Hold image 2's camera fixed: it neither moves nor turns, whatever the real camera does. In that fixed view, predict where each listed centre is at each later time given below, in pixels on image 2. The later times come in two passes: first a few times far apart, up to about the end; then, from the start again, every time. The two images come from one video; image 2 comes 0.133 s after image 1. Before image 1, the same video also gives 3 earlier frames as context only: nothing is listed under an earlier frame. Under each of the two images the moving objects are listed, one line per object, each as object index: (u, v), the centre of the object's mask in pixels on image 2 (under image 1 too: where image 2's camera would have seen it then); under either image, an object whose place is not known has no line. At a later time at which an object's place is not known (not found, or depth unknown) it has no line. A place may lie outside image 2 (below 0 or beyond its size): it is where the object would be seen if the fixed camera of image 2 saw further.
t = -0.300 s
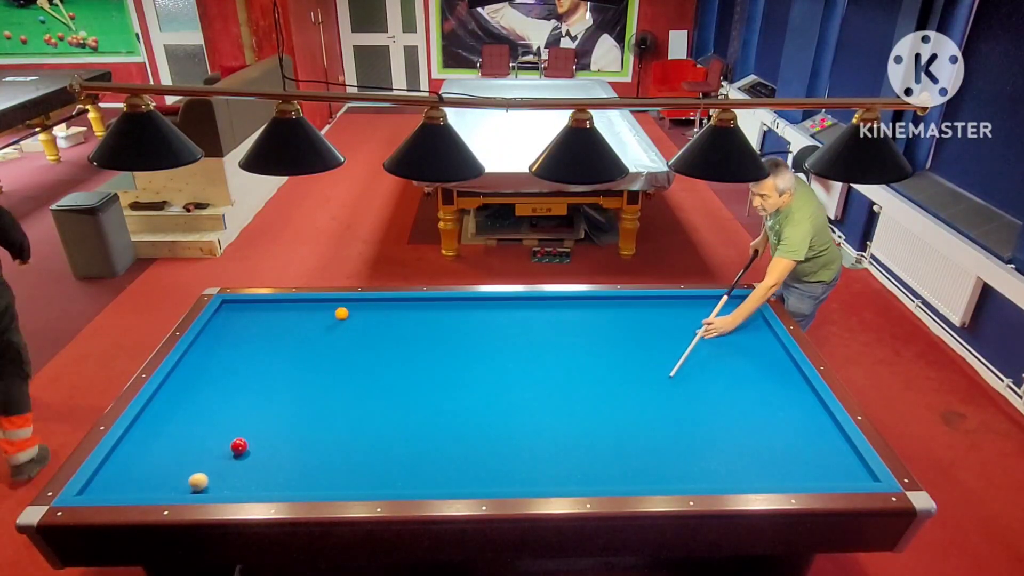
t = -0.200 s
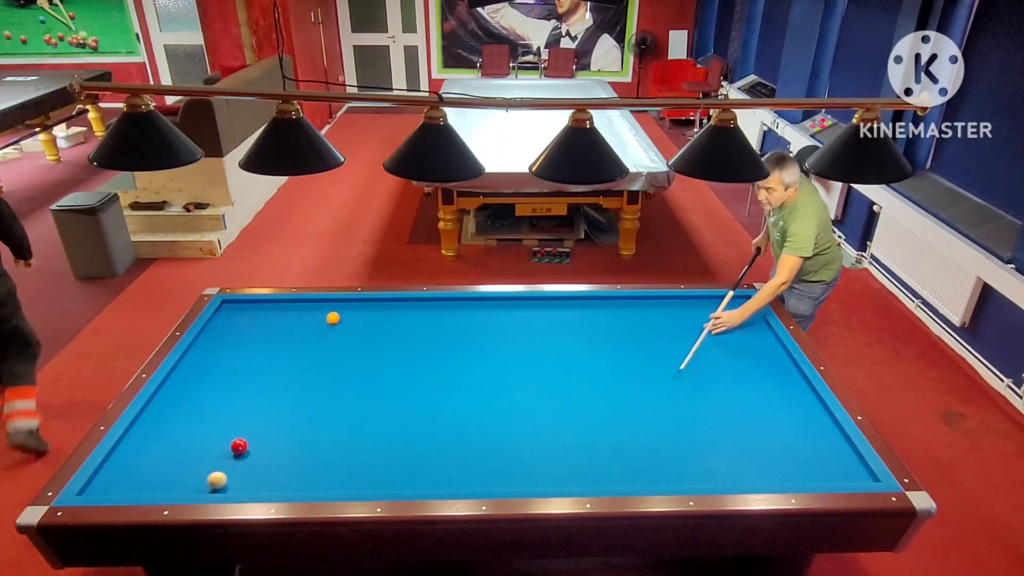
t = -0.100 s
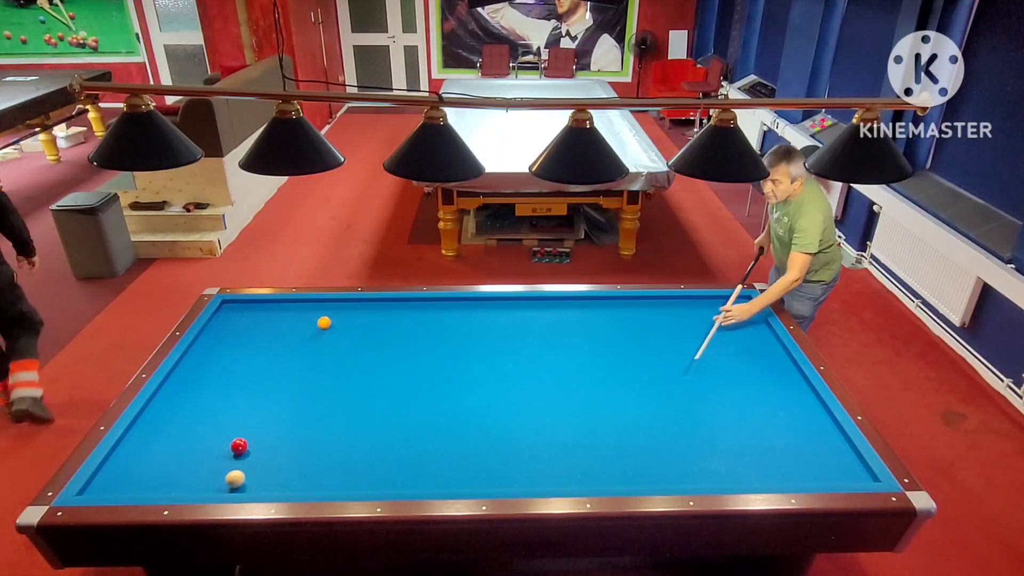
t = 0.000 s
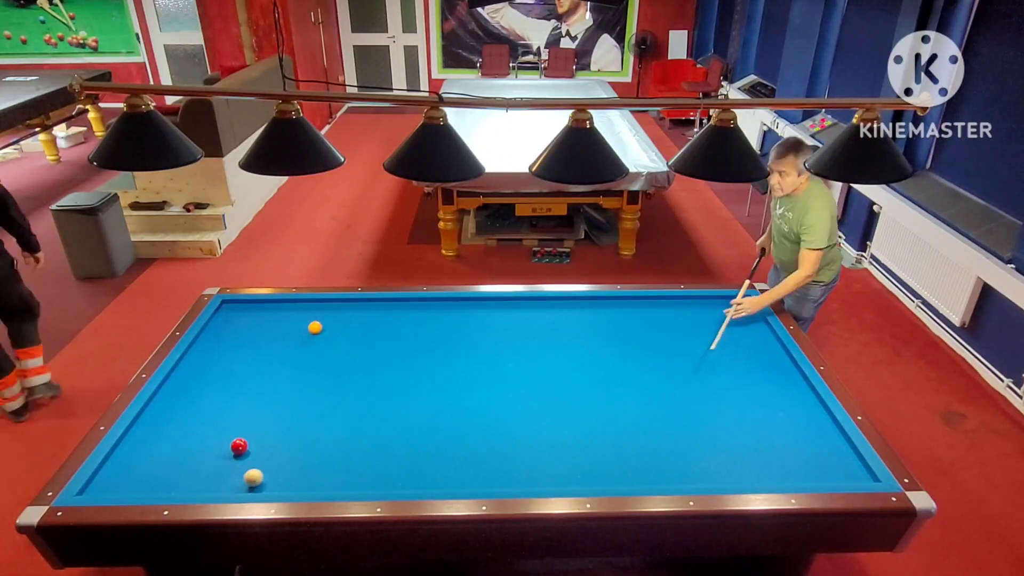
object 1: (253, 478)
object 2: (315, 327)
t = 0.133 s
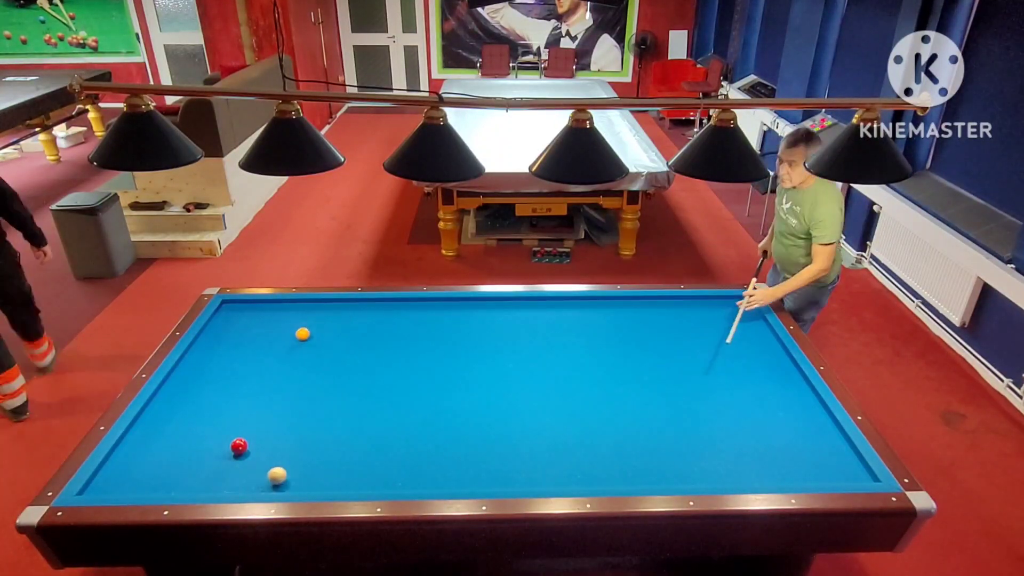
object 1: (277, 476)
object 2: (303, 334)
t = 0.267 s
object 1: (300, 474)
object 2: (290, 341)
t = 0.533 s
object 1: (346, 470)
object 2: (264, 354)
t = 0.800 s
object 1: (390, 466)
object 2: (237, 369)
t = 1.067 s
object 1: (432, 463)
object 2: (208, 384)
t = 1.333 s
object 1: (473, 460)
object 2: (178, 399)
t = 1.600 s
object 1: (512, 457)
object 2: (147, 415)
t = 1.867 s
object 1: (550, 454)
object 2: (143, 429)
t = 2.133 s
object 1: (587, 451)
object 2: (145, 440)
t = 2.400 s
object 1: (622, 448)
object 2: (147, 452)
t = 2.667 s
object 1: (656, 446)
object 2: (149, 465)
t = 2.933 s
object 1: (688, 443)
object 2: (151, 477)
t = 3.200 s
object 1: (720, 441)
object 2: (152, 488)
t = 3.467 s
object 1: (750, 438)
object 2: (164, 484)
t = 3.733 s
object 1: (779, 436)
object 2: (176, 477)
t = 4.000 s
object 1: (807, 434)
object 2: (186, 472)
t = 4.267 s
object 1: (834, 431)
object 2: (196, 467)
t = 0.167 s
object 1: (283, 475)
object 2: (300, 336)
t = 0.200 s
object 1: (289, 475)
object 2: (296, 337)
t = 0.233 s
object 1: (294, 474)
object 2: (293, 339)
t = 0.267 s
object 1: (300, 474)
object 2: (290, 341)
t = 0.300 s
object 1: (306, 473)
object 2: (287, 342)
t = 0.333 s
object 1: (312, 473)
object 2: (284, 344)
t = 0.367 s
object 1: (318, 472)
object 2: (281, 346)
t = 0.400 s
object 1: (323, 472)
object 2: (277, 348)
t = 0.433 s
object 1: (329, 471)
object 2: (274, 349)
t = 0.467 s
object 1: (335, 471)
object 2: (271, 351)
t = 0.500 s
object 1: (340, 471)
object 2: (267, 353)
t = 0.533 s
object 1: (346, 470)
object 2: (264, 354)
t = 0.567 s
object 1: (351, 469)
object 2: (261, 356)
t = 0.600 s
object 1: (357, 469)
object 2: (257, 358)
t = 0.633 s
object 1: (362, 468)
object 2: (254, 360)
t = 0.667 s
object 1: (368, 468)
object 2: (251, 362)
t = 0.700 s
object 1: (374, 467)
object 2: (247, 363)
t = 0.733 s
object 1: (379, 467)
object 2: (244, 365)
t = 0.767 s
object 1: (384, 467)
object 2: (240, 367)
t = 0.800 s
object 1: (390, 466)
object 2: (237, 369)
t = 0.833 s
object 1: (395, 466)
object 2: (233, 371)
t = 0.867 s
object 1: (400, 466)
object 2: (230, 373)
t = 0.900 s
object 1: (405, 465)
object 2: (226, 375)
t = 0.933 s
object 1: (411, 465)
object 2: (223, 376)
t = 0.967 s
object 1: (416, 464)
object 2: (219, 378)
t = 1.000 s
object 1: (421, 464)
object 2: (215, 380)
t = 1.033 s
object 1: (427, 464)
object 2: (212, 382)
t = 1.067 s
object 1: (432, 463)
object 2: (208, 384)
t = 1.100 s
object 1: (437, 463)
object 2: (204, 386)
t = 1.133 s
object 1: (442, 462)
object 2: (201, 388)
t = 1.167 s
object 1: (448, 462)
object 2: (197, 390)
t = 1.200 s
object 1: (452, 462)
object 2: (193, 391)
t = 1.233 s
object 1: (458, 461)
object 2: (189, 394)
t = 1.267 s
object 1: (463, 461)
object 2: (186, 395)
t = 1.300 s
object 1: (468, 460)
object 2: (182, 398)
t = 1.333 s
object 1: (473, 460)
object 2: (178, 399)
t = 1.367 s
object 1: (478, 460)
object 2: (174, 401)
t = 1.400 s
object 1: (483, 459)
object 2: (170, 403)
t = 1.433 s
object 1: (488, 459)
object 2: (166, 405)
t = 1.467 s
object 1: (493, 458)
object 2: (163, 407)
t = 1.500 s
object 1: (498, 458)
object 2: (159, 409)
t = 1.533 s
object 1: (502, 458)
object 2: (155, 411)
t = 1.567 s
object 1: (507, 457)
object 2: (151, 413)
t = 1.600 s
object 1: (512, 457)
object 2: (147, 415)
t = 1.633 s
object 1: (517, 456)
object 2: (143, 418)
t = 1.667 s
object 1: (522, 456)
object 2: (141, 420)
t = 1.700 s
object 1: (527, 456)
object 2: (142, 421)
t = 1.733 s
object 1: (531, 455)
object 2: (142, 423)
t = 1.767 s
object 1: (536, 455)
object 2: (142, 424)
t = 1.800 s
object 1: (541, 455)
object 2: (143, 425)
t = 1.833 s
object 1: (545, 454)
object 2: (143, 427)
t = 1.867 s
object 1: (550, 454)
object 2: (143, 429)
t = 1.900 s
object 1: (555, 454)
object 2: (143, 430)
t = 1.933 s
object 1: (559, 453)
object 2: (144, 432)
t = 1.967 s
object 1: (564, 453)
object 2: (144, 433)
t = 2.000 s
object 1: (569, 453)
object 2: (144, 435)
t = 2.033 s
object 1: (573, 452)
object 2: (144, 436)
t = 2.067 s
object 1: (578, 452)
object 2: (145, 437)
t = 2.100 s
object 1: (582, 452)
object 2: (145, 439)
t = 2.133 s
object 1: (587, 451)
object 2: (145, 440)
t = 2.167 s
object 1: (591, 451)
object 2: (146, 442)
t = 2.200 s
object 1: (595, 450)
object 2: (146, 443)
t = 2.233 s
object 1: (600, 450)
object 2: (146, 445)
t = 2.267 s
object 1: (604, 450)
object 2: (146, 446)
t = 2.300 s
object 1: (609, 449)
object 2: (147, 448)
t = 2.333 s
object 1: (613, 449)
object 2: (147, 449)
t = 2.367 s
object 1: (618, 449)
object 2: (147, 451)
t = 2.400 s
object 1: (622, 448)
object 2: (147, 452)
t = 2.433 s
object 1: (626, 448)
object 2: (147, 454)
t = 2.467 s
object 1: (630, 448)
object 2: (148, 455)
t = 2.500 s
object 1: (635, 448)
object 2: (148, 457)
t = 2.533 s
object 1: (639, 447)
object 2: (148, 458)
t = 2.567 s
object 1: (643, 447)
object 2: (148, 460)
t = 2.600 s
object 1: (647, 447)
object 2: (149, 462)
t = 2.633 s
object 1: (651, 446)
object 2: (149, 463)
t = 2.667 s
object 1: (656, 446)
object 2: (149, 465)
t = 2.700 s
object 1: (660, 446)
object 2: (149, 466)
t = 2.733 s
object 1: (664, 445)
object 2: (149, 468)
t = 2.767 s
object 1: (668, 445)
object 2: (150, 469)
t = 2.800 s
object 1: (672, 445)
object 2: (150, 471)
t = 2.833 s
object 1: (676, 444)
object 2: (150, 472)
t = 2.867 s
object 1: (680, 444)
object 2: (150, 474)
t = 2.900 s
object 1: (684, 443)
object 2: (150, 475)
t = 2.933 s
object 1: (688, 443)
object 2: (151, 477)
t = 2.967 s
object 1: (692, 443)
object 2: (151, 478)
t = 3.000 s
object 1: (696, 442)
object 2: (151, 480)
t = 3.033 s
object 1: (700, 442)
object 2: (151, 482)
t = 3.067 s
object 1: (704, 442)
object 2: (151, 483)
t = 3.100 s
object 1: (708, 442)
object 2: (152, 484)
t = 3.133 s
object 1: (712, 441)
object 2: (152, 486)
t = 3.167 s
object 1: (716, 441)
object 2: (152, 487)
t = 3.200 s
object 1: (720, 441)
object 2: (152, 488)
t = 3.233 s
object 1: (723, 440)
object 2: (153, 489)
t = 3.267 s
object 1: (727, 440)
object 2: (154, 488)
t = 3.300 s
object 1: (731, 440)
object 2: (156, 487)
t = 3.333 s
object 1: (734, 440)
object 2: (157, 487)
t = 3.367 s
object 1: (739, 439)
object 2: (159, 486)
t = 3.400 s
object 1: (742, 439)
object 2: (161, 486)
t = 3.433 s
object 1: (746, 438)
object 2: (162, 485)
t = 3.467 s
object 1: (750, 438)
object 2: (164, 484)
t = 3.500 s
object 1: (753, 438)
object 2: (165, 483)
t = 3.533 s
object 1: (757, 437)
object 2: (167, 483)
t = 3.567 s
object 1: (761, 437)
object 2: (168, 482)
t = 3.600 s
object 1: (764, 437)
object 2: (170, 481)
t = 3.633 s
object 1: (768, 437)
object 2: (171, 480)
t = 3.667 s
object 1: (772, 436)
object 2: (173, 479)
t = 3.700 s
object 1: (775, 436)
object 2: (174, 478)
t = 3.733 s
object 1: (779, 436)
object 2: (176, 477)
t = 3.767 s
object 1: (782, 436)
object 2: (177, 477)
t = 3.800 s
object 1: (786, 435)
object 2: (178, 476)
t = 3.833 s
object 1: (789, 435)
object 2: (180, 475)
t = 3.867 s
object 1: (793, 435)
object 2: (181, 474)
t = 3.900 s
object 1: (796, 435)
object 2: (182, 474)
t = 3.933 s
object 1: (800, 434)
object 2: (184, 473)
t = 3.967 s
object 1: (803, 434)
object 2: (185, 472)
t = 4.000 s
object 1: (807, 434)
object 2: (186, 472)
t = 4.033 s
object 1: (810, 433)
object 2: (188, 471)
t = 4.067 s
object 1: (813, 433)
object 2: (189, 470)
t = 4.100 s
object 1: (817, 433)
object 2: (190, 470)
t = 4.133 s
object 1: (820, 433)
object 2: (191, 469)
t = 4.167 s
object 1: (824, 432)
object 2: (193, 469)
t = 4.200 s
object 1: (827, 432)
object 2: (194, 468)
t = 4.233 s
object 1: (830, 431)
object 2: (195, 467)
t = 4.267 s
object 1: (834, 431)
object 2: (196, 467)
